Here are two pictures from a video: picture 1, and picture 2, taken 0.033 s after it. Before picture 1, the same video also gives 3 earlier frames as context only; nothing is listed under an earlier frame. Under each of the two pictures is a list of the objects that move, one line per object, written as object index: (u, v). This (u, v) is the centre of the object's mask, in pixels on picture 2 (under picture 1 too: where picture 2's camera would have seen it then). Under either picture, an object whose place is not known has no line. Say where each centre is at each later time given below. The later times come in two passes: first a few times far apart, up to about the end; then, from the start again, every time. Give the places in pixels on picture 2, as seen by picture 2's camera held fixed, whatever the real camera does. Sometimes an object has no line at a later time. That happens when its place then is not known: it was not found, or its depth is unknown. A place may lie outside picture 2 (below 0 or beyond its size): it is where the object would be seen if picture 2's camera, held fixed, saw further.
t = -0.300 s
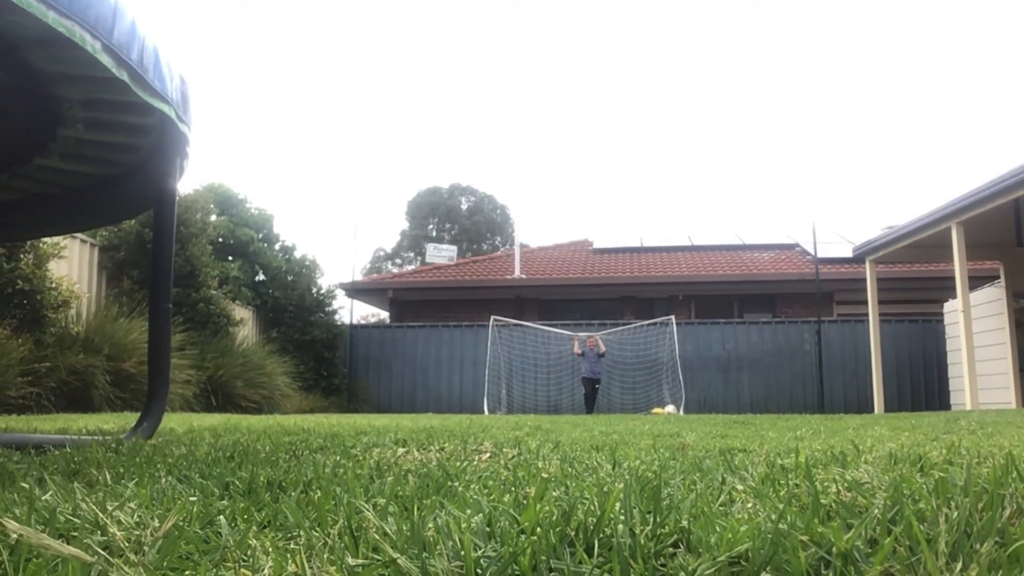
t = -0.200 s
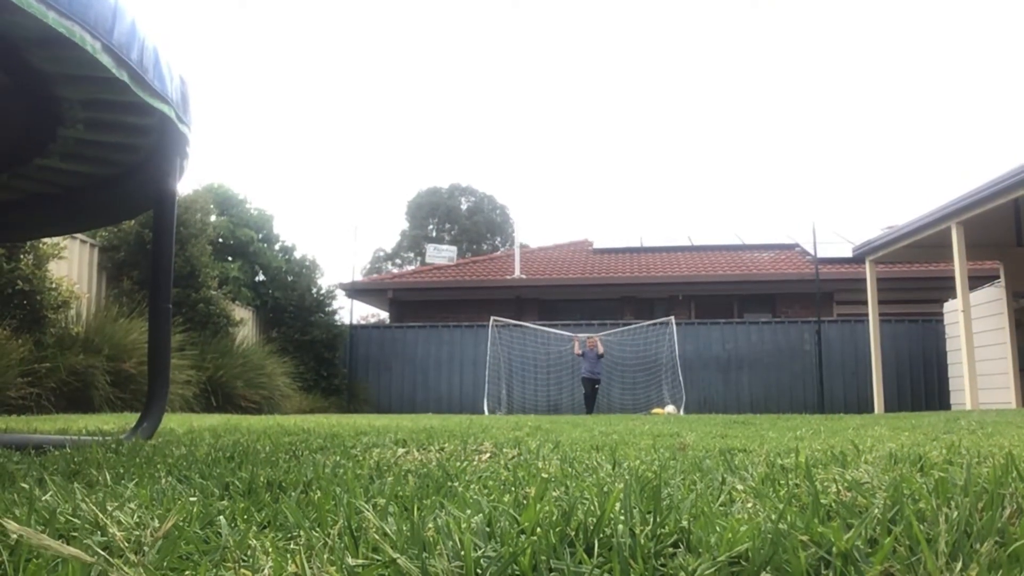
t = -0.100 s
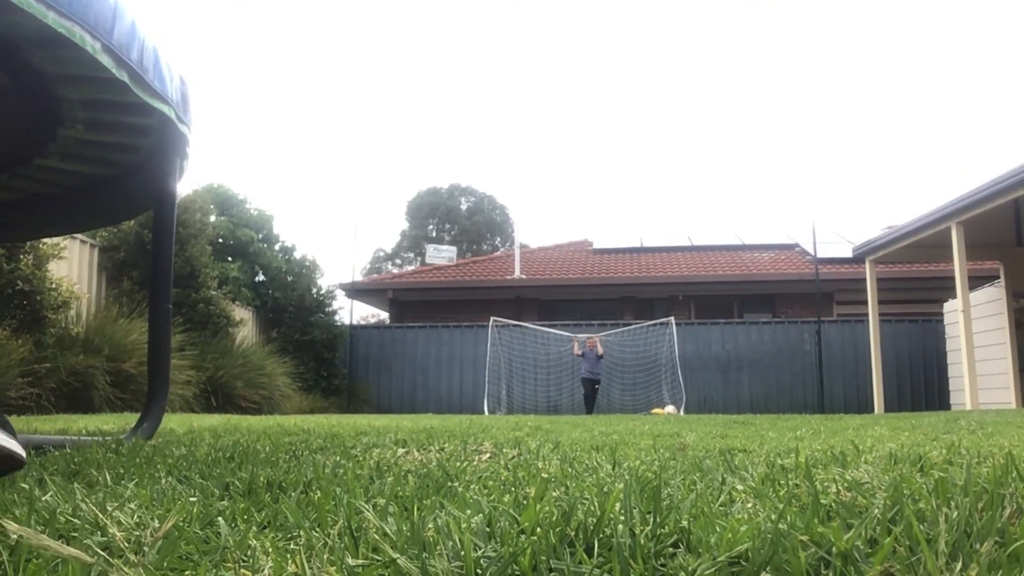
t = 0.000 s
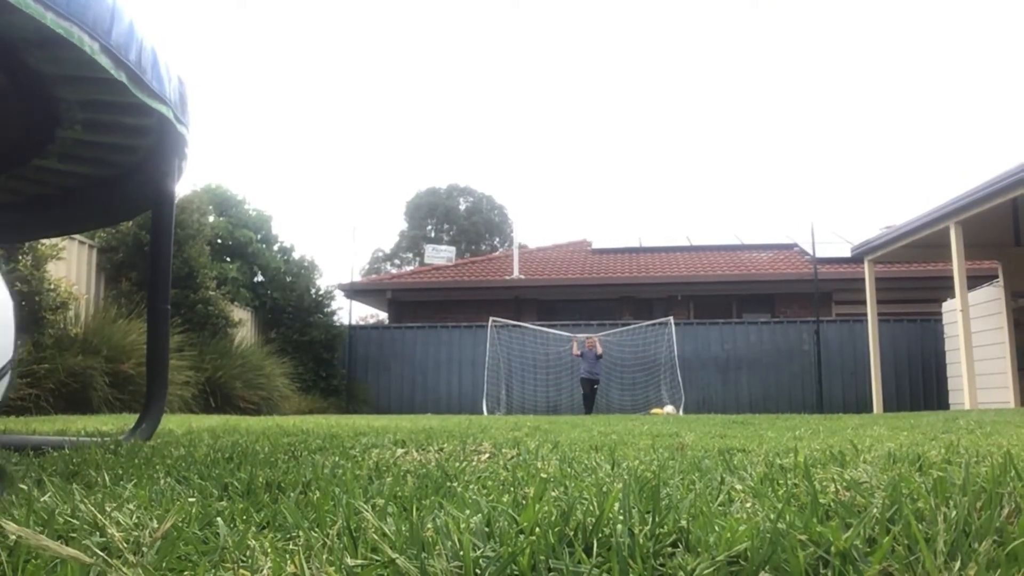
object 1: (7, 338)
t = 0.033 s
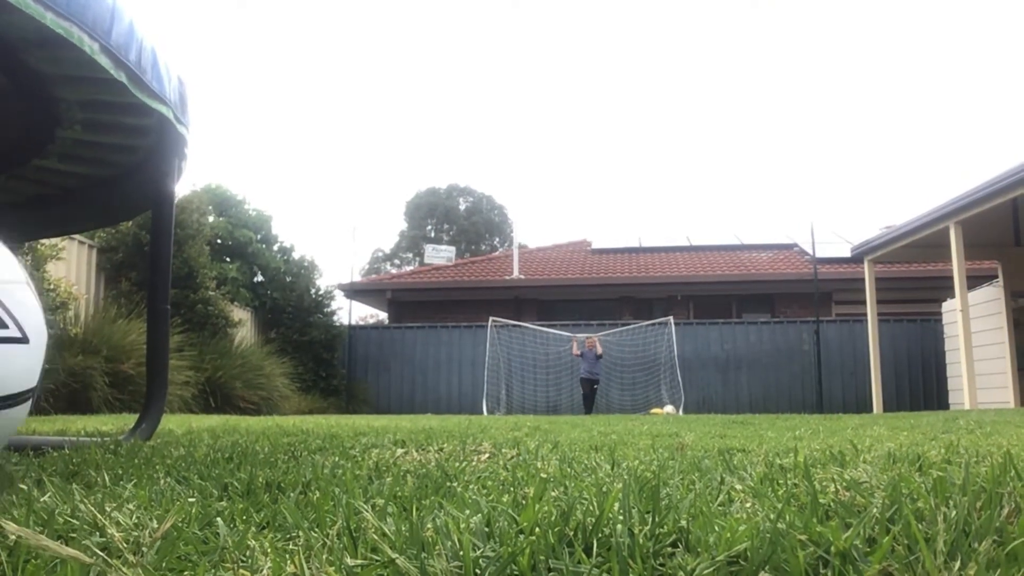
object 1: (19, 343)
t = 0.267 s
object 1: (91, 365)
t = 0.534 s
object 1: (235, 370)
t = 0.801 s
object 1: (599, 378)
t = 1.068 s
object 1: (718, 386)
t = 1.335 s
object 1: (797, 384)
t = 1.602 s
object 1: (843, 386)
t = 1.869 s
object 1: (865, 385)
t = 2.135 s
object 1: (878, 388)
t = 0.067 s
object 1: (31, 353)
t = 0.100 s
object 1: (44, 363)
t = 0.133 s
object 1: (57, 365)
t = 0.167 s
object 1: (66, 359)
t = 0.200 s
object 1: (76, 358)
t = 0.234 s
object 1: (83, 362)
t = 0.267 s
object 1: (91, 365)
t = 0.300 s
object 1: (100, 367)
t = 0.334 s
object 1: (107, 367)
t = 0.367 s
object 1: (114, 367)
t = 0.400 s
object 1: (122, 368)
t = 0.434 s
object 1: (132, 370)
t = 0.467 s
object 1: (145, 371)
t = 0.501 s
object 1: (157, 370)
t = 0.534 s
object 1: (235, 370)
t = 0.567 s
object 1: (316, 371)
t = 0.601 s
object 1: (383, 376)
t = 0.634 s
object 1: (438, 382)
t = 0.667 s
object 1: (484, 384)
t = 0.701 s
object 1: (523, 382)
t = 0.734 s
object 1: (552, 380)
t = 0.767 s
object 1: (577, 381)
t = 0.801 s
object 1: (599, 378)
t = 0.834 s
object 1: (617, 378)
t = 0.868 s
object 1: (635, 381)
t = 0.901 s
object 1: (651, 382)
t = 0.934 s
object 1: (665, 379)
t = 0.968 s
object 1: (679, 381)
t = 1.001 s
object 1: (692, 386)
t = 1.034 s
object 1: (705, 389)
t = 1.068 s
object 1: (718, 386)
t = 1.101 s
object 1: (729, 384)
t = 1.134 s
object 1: (741, 386)
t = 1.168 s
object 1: (751, 384)
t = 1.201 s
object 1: (761, 382)
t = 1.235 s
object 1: (771, 384)
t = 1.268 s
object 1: (780, 388)
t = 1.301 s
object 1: (790, 387)
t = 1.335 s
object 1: (797, 384)
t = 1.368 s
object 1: (805, 383)
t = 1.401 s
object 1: (812, 385)
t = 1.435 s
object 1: (819, 388)
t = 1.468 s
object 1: (824, 386)
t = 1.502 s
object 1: (830, 386)
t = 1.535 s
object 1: (835, 386)
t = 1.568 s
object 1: (839, 385)
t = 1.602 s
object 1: (843, 386)
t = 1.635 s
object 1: (847, 387)
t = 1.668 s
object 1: (851, 386)
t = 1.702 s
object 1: (854, 385)
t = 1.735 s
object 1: (856, 384)
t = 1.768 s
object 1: (858, 384)
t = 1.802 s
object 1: (861, 385)
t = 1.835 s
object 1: (863, 385)
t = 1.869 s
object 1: (865, 385)
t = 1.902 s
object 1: (867, 386)
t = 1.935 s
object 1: (870, 386)
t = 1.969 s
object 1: (871, 385)
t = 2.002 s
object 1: (873, 386)
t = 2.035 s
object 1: (874, 386)
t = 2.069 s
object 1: (876, 387)
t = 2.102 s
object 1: (877, 388)
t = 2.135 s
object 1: (878, 388)
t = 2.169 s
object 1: (878, 387)
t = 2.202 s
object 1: (879, 388)
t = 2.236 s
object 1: (880, 388)
